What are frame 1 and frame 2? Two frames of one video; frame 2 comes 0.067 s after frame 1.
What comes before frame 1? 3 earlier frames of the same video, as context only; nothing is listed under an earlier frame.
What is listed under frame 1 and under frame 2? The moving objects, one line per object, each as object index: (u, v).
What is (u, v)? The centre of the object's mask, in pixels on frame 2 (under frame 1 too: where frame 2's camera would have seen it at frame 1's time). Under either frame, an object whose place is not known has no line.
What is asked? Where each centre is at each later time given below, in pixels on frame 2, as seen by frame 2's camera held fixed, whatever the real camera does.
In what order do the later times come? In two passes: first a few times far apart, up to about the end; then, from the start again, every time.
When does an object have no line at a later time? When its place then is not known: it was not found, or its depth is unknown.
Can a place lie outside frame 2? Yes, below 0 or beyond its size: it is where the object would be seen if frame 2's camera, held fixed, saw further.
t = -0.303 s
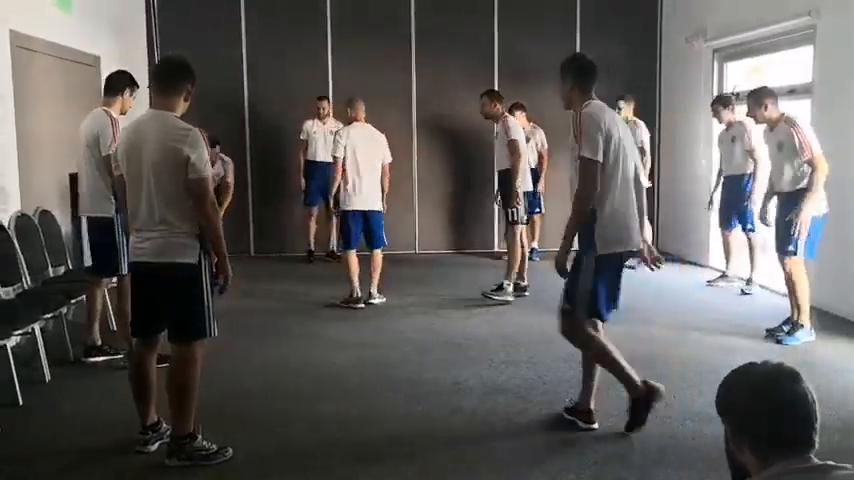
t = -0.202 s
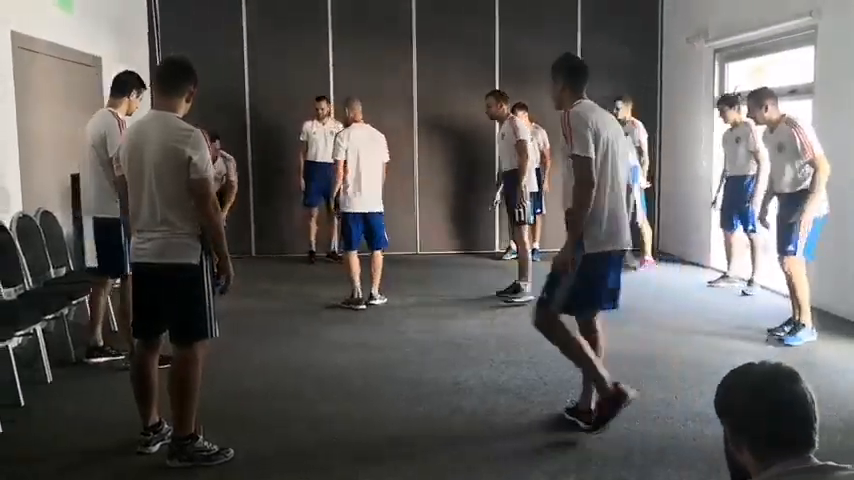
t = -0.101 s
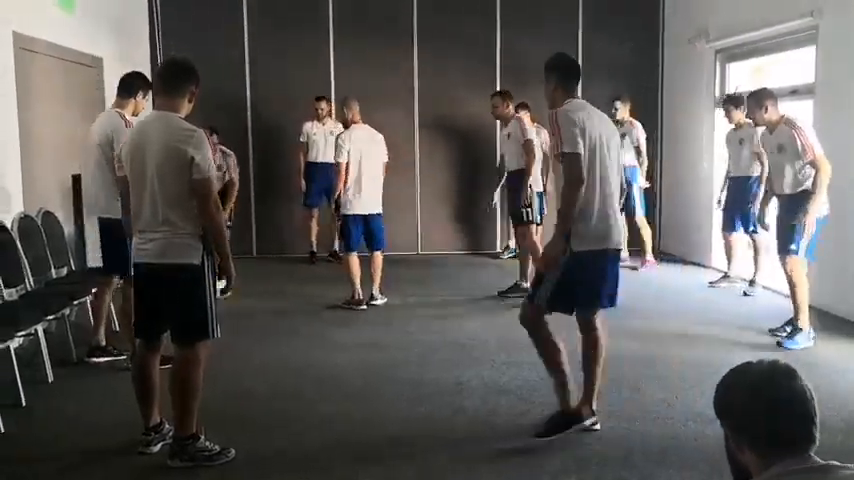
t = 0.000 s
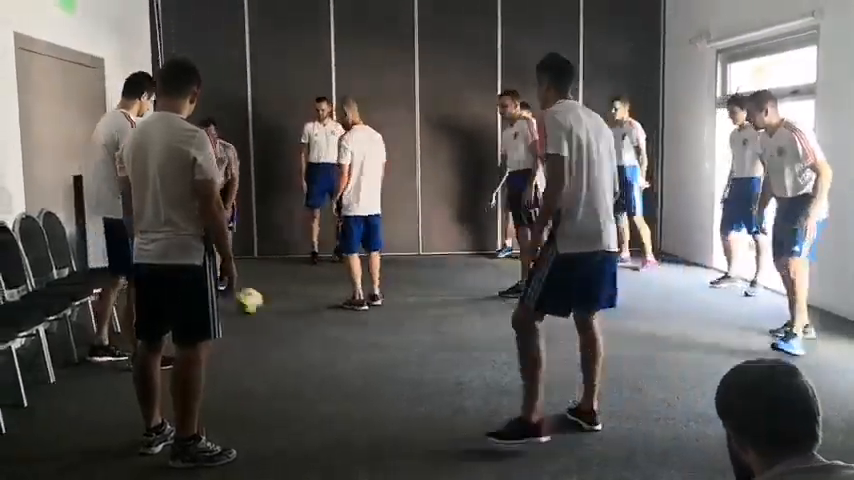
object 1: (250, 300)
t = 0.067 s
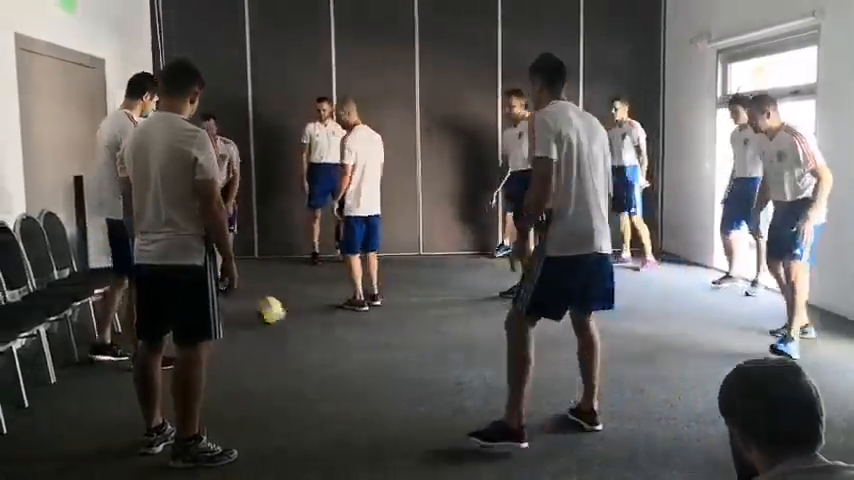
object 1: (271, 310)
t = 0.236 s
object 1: (330, 335)
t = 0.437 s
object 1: (409, 367)
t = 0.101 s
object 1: (282, 315)
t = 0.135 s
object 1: (293, 318)
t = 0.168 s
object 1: (304, 322)
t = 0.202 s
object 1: (317, 328)
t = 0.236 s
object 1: (330, 335)
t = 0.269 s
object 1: (341, 338)
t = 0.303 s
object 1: (353, 344)
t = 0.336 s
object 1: (366, 351)
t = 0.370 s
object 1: (380, 357)
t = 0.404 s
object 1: (395, 361)
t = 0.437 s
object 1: (409, 367)
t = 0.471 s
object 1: (424, 374)
